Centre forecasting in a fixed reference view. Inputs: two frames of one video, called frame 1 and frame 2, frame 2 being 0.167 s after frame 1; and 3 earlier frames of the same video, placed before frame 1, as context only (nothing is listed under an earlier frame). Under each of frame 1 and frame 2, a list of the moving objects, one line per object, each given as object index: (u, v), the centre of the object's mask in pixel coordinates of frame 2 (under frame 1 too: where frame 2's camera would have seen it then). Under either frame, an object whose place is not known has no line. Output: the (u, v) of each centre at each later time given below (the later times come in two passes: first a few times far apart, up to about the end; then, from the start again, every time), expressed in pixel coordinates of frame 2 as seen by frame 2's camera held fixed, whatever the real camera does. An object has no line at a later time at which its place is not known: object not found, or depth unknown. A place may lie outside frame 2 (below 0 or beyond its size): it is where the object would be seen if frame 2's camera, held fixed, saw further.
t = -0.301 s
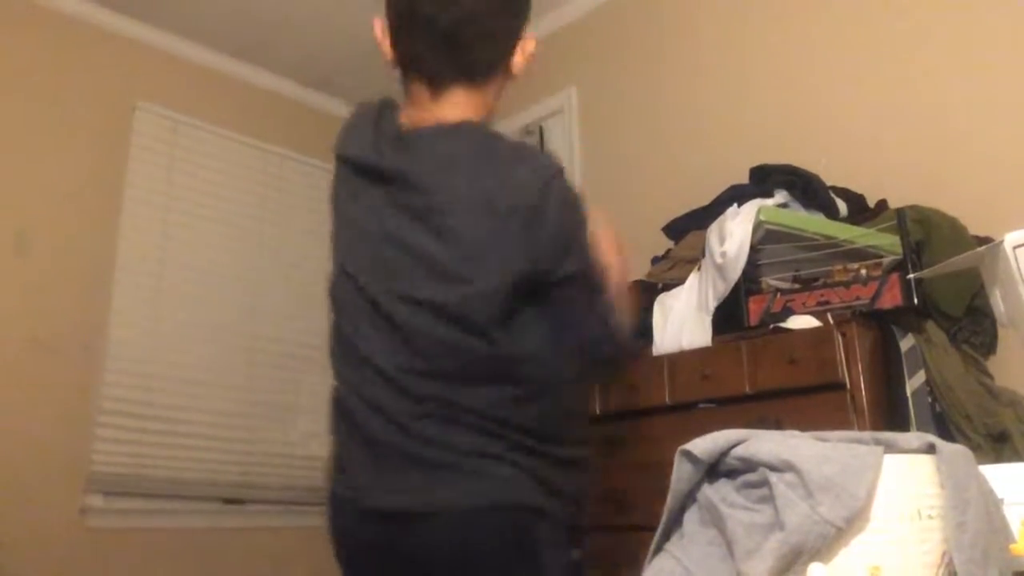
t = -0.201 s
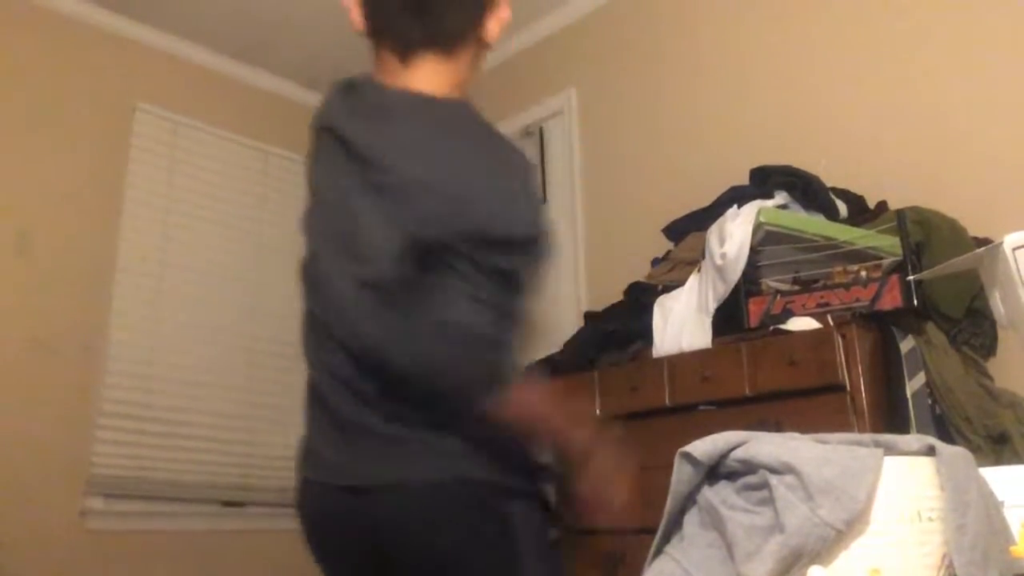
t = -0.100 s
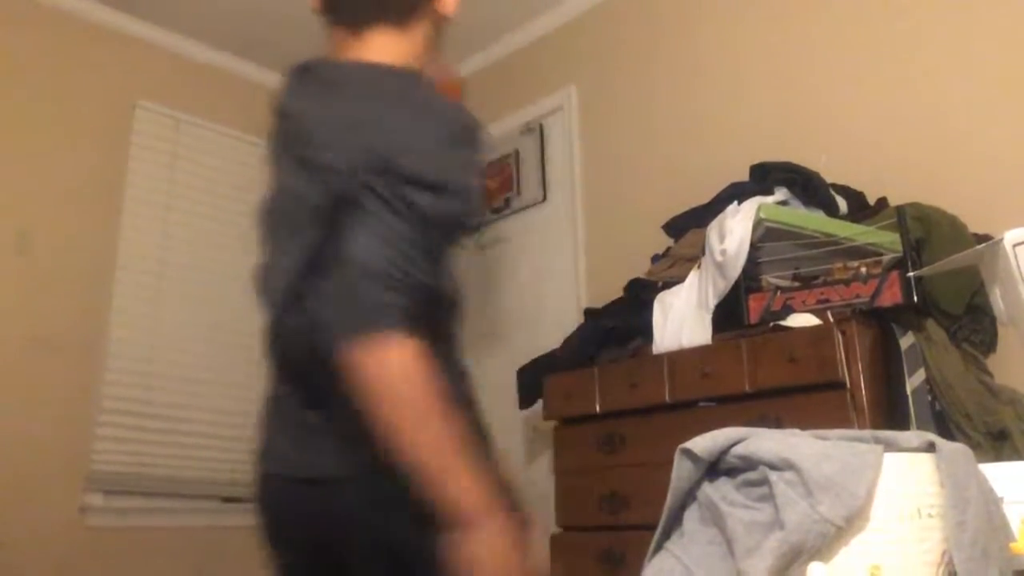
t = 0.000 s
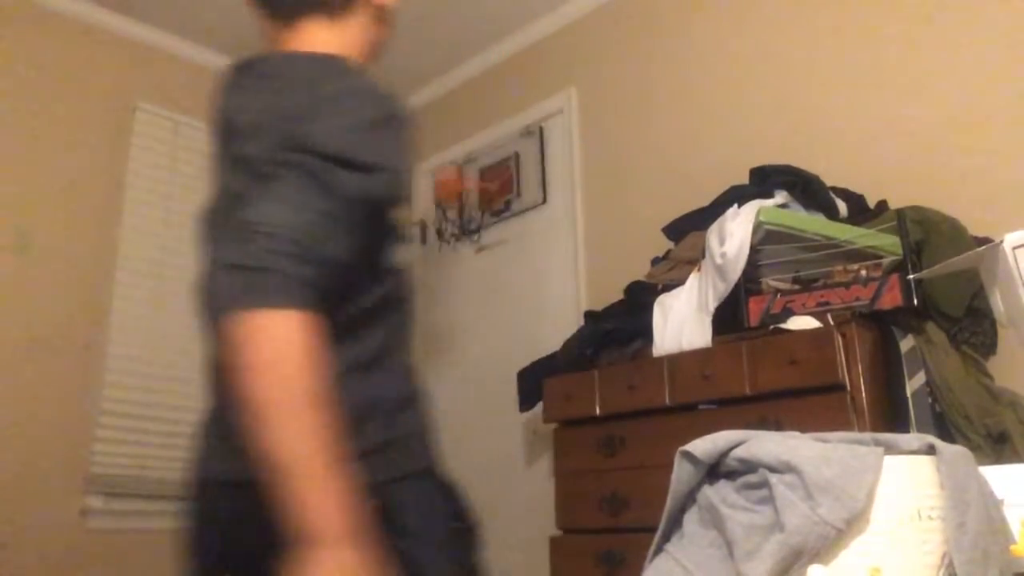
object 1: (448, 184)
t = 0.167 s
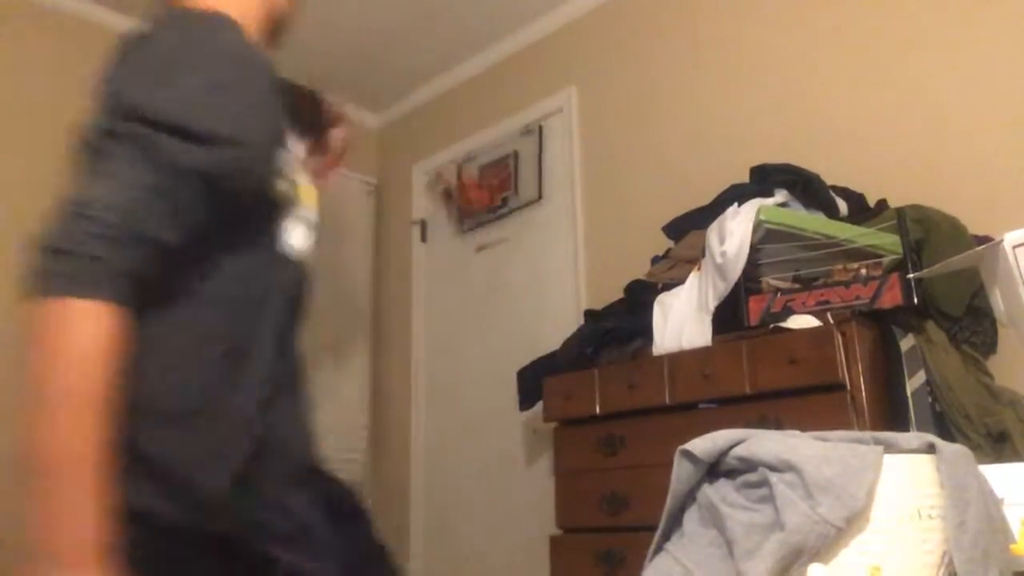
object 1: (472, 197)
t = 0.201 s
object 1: (468, 205)
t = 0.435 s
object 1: (445, 306)
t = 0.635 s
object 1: (420, 535)
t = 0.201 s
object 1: (468, 205)
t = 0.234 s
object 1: (464, 213)
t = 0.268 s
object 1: (463, 220)
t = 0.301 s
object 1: (460, 231)
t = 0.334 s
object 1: (456, 243)
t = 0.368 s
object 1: (453, 261)
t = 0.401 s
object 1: (448, 282)
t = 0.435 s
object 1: (445, 306)
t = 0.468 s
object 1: (441, 334)
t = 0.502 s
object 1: (437, 367)
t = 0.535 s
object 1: (432, 401)
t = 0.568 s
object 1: (428, 438)
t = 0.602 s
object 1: (424, 486)
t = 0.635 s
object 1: (420, 535)
